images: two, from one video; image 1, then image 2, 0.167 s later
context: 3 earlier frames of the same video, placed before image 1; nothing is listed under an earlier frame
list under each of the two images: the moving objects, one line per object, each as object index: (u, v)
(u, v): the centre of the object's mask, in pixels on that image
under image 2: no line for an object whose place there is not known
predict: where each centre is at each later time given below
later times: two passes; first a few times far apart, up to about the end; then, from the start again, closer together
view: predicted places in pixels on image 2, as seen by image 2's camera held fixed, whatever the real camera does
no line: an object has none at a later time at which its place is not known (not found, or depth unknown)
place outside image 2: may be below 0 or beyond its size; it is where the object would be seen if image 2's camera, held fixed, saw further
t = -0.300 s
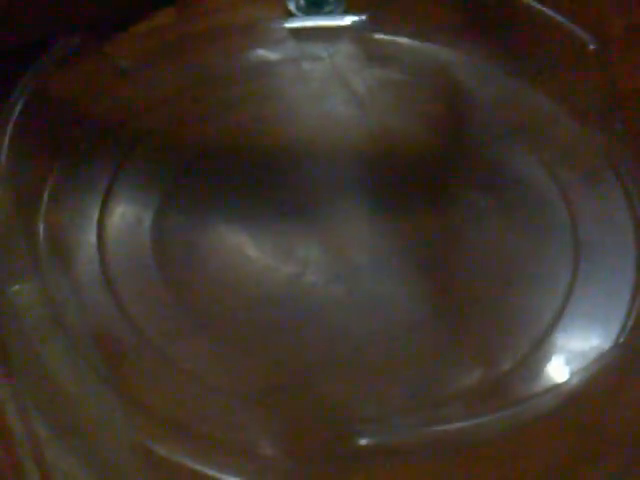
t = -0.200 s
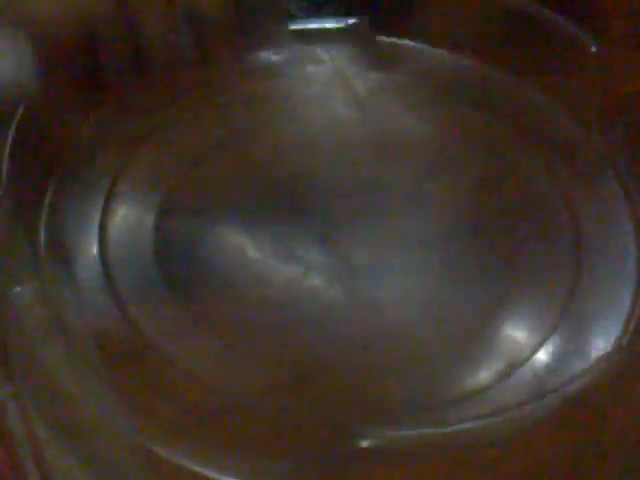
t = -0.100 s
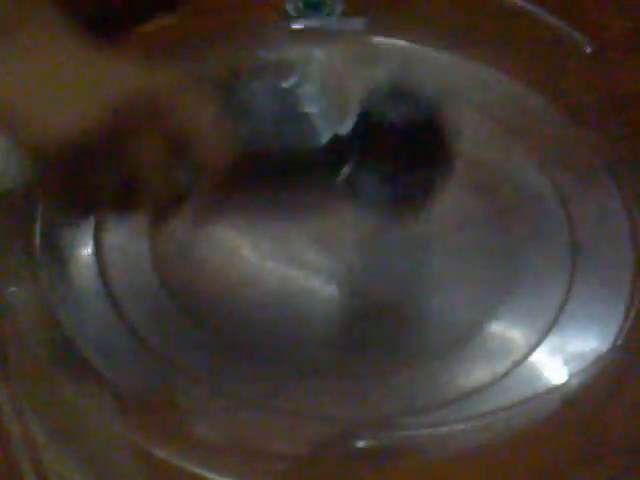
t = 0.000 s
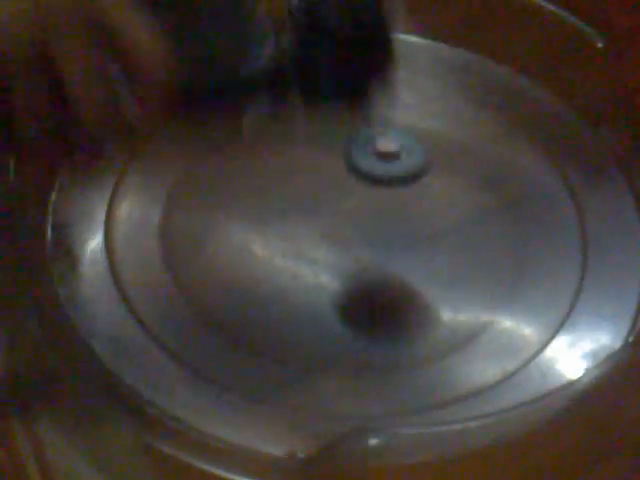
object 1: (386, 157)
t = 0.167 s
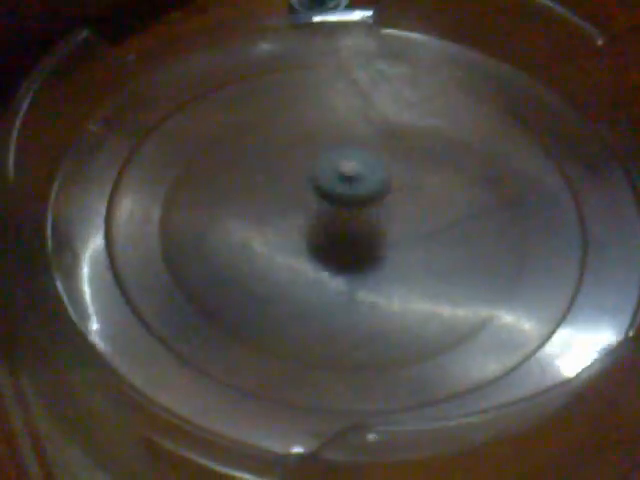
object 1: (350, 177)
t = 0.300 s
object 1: (294, 185)
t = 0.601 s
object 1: (285, 322)
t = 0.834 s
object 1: (538, 240)
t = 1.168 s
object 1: (240, 64)
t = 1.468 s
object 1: (200, 344)
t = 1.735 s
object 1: (576, 257)
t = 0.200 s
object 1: (339, 179)
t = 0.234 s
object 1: (323, 182)
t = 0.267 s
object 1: (311, 183)
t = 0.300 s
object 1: (294, 185)
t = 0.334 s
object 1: (278, 192)
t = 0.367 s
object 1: (265, 199)
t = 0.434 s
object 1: (242, 228)
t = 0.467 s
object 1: (237, 245)
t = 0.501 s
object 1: (237, 266)
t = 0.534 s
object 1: (244, 284)
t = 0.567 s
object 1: (260, 304)
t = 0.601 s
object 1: (285, 322)
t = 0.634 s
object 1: (320, 338)
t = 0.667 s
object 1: (359, 346)
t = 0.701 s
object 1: (400, 340)
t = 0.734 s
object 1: (447, 331)
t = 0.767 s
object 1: (484, 308)
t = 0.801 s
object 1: (517, 281)
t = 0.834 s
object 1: (538, 240)
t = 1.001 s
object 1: (451, 83)
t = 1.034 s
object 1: (415, 65)
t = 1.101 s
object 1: (327, 50)
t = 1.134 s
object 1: (285, 54)
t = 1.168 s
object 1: (240, 64)
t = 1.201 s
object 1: (201, 80)
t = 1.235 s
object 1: (166, 104)
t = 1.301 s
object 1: (121, 163)
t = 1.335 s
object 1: (113, 202)
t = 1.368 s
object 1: (116, 240)
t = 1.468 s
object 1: (200, 344)
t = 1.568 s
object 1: (363, 384)
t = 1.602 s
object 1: (423, 398)
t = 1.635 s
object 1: (469, 364)
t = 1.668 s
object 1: (523, 336)
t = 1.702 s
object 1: (555, 311)
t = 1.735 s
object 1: (576, 257)
